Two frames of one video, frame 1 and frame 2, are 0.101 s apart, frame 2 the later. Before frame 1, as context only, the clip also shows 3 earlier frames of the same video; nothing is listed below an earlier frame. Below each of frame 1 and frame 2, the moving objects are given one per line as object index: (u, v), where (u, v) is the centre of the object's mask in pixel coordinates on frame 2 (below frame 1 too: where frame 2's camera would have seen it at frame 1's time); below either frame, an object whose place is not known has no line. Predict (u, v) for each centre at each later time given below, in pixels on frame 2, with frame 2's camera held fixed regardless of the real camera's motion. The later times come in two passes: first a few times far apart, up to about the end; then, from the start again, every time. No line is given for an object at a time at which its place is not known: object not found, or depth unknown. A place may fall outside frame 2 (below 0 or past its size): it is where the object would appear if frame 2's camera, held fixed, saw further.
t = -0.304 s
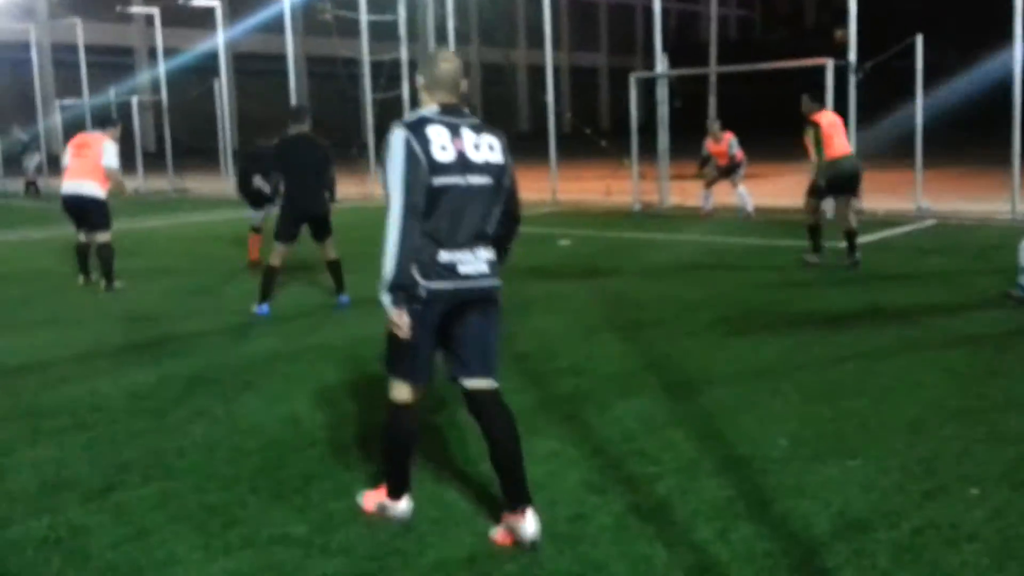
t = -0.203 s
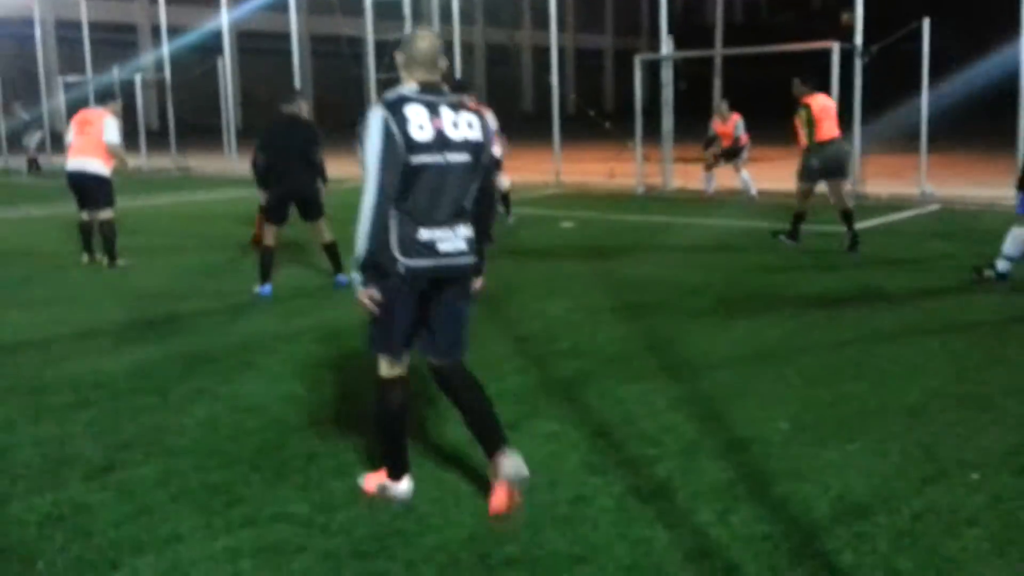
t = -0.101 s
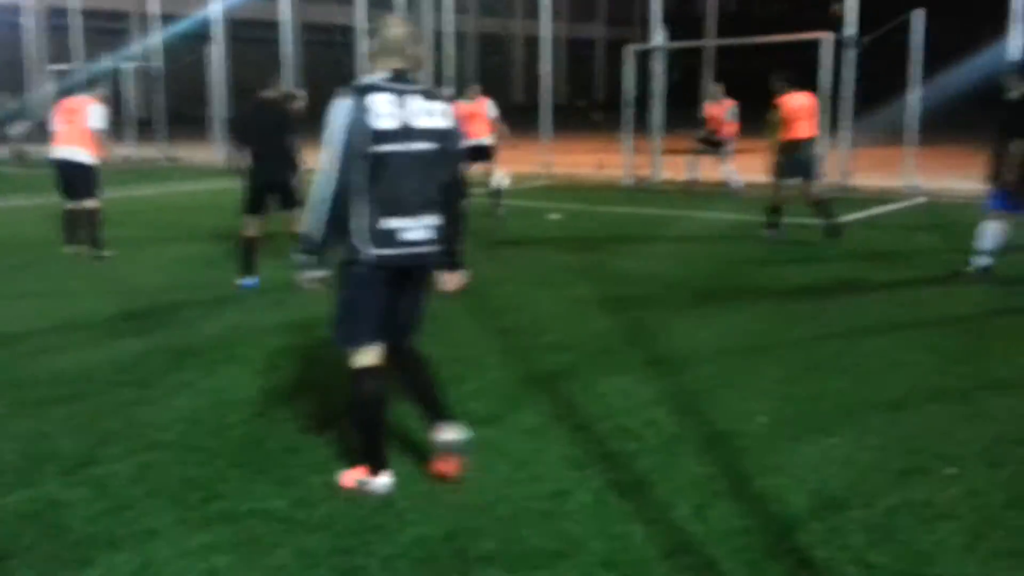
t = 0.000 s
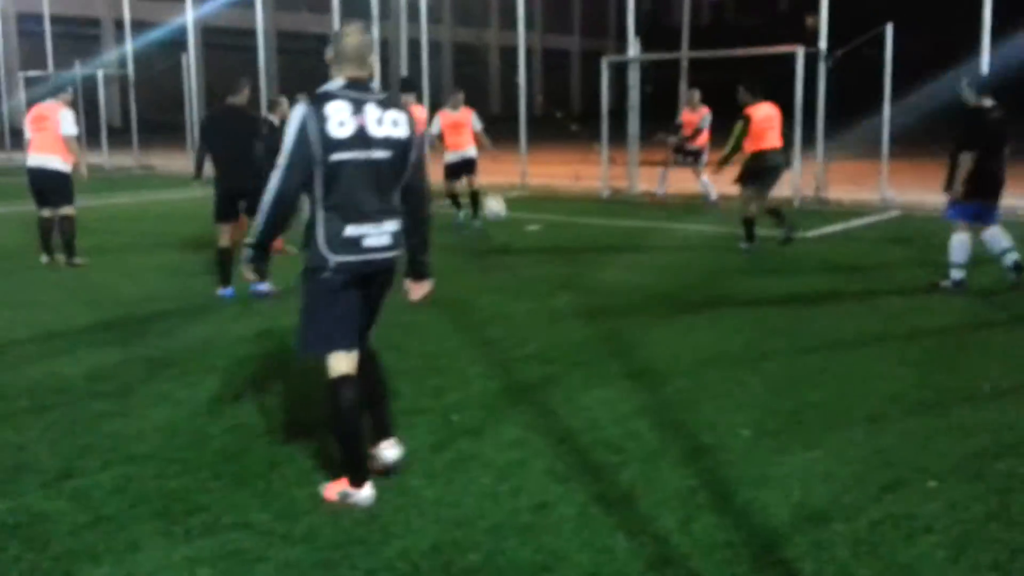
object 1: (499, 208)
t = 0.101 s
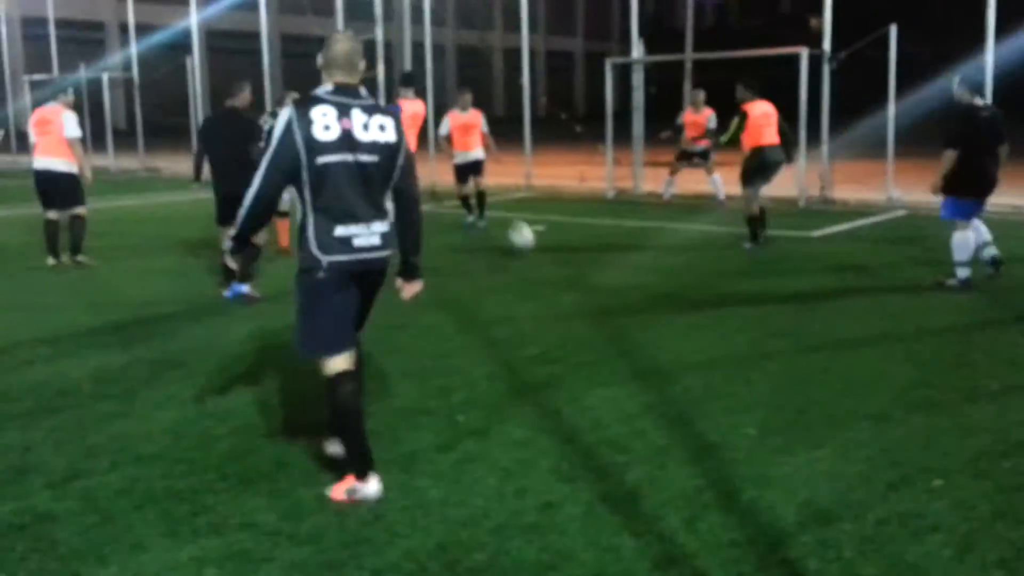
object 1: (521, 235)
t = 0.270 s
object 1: (567, 261)
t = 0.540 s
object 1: (652, 308)
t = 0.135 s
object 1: (537, 265)
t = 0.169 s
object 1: (545, 270)
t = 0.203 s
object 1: (552, 267)
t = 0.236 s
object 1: (560, 264)
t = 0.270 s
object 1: (567, 261)
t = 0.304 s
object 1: (575, 261)
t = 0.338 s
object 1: (585, 262)
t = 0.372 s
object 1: (594, 264)
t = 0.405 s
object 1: (603, 268)
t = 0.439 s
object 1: (615, 275)
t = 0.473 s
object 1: (627, 284)
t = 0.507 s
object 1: (640, 295)
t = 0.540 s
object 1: (652, 308)
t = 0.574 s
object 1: (667, 324)
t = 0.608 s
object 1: (682, 344)
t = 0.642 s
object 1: (697, 357)
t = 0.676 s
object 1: (707, 353)
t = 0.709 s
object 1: (718, 350)
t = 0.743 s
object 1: (730, 350)
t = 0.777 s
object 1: (742, 351)
